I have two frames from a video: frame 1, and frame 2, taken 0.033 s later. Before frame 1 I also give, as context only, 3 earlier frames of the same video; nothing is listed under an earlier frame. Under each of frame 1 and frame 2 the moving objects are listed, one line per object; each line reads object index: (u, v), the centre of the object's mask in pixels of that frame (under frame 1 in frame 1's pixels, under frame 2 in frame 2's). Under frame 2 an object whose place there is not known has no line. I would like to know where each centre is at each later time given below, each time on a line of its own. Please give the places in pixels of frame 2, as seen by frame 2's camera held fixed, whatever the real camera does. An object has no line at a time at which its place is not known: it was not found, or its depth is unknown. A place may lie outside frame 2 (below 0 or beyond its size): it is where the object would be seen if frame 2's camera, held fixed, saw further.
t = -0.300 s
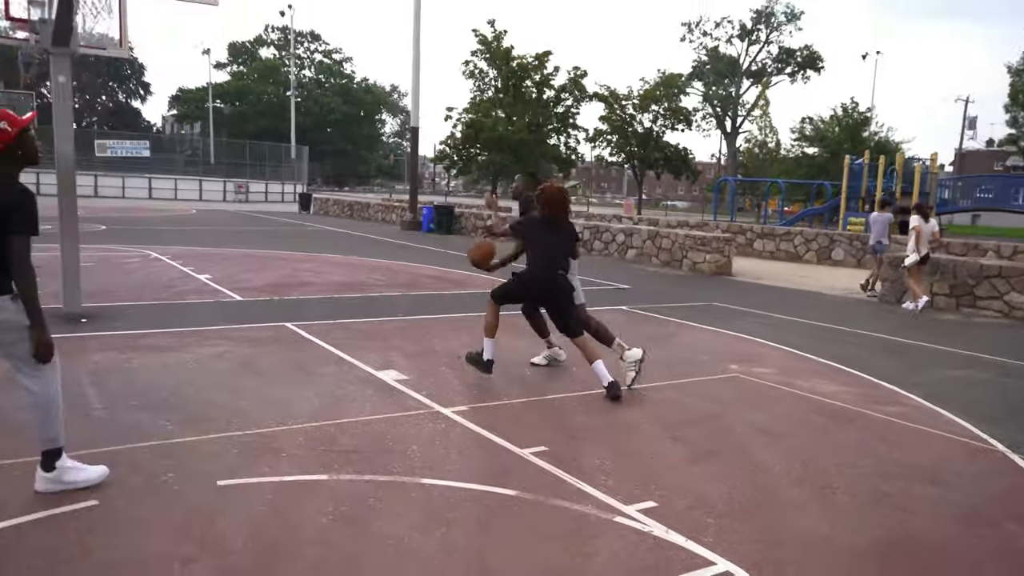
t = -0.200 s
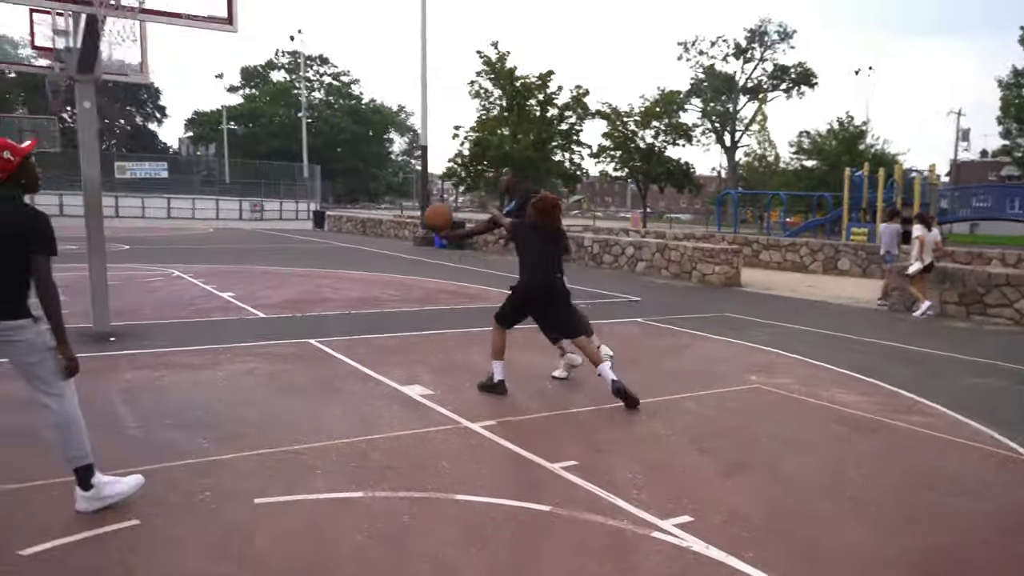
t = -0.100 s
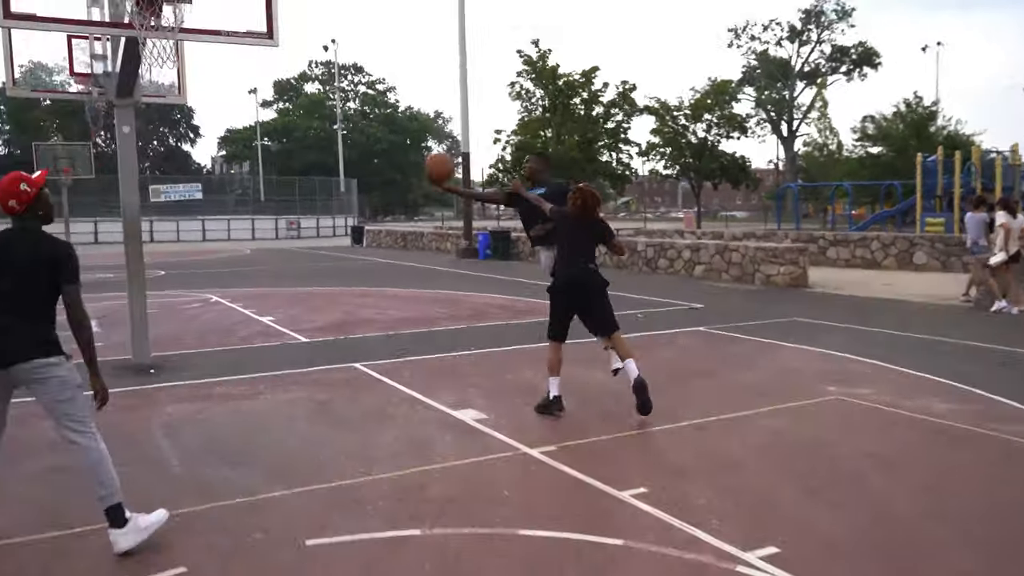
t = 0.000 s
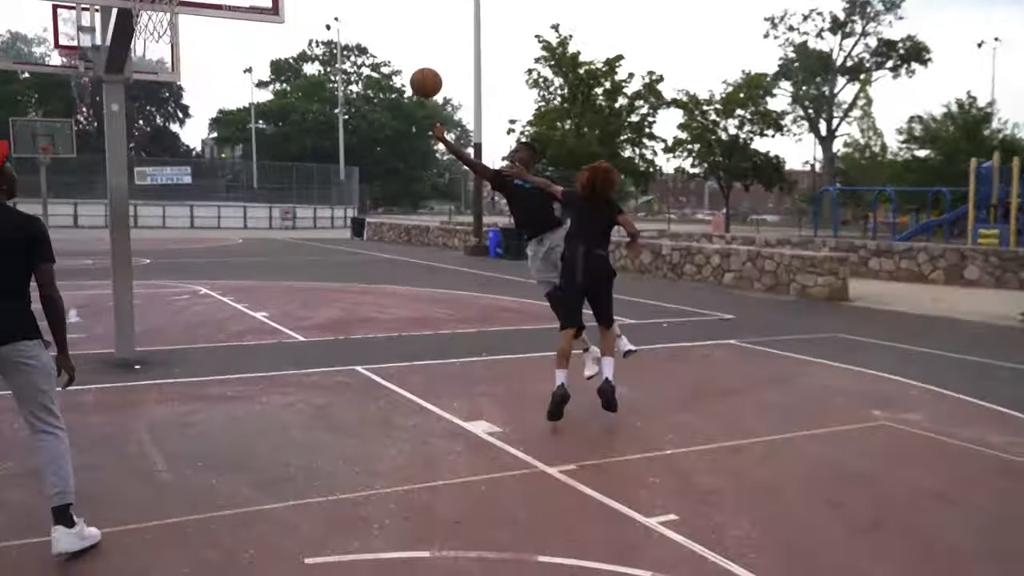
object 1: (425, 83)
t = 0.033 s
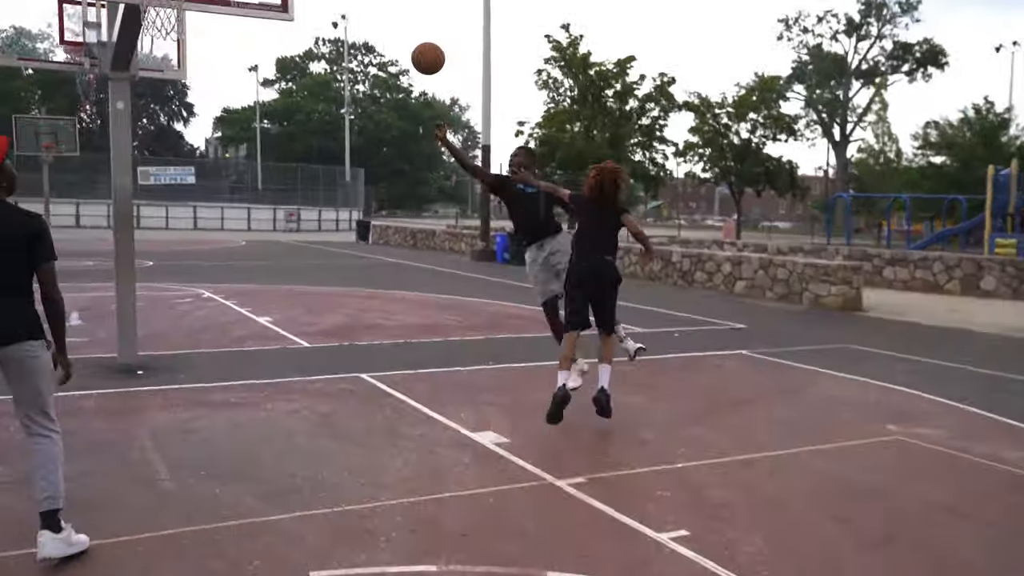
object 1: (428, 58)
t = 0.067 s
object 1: (422, 34)
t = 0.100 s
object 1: (415, 11)
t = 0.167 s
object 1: (402, -31)
